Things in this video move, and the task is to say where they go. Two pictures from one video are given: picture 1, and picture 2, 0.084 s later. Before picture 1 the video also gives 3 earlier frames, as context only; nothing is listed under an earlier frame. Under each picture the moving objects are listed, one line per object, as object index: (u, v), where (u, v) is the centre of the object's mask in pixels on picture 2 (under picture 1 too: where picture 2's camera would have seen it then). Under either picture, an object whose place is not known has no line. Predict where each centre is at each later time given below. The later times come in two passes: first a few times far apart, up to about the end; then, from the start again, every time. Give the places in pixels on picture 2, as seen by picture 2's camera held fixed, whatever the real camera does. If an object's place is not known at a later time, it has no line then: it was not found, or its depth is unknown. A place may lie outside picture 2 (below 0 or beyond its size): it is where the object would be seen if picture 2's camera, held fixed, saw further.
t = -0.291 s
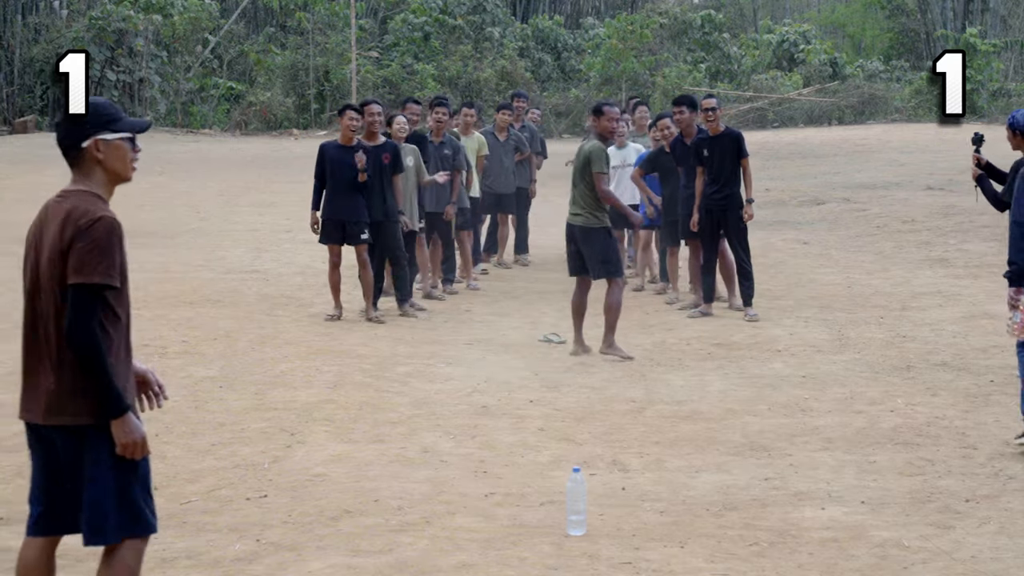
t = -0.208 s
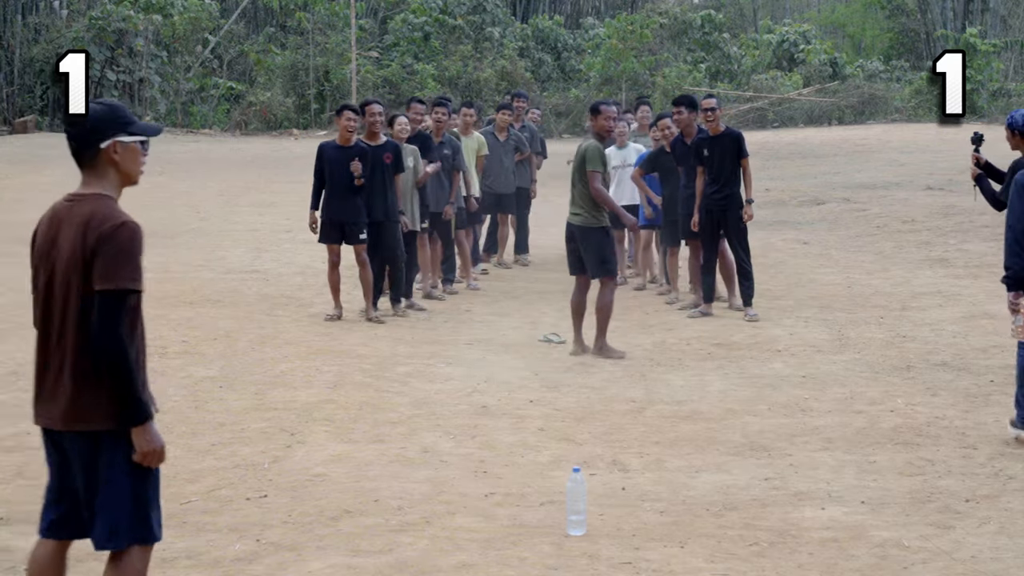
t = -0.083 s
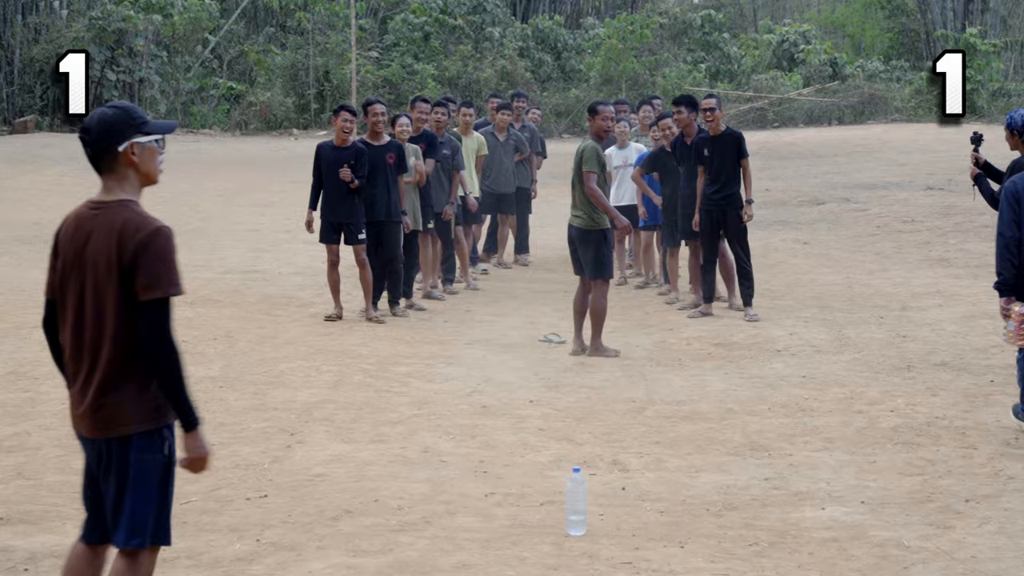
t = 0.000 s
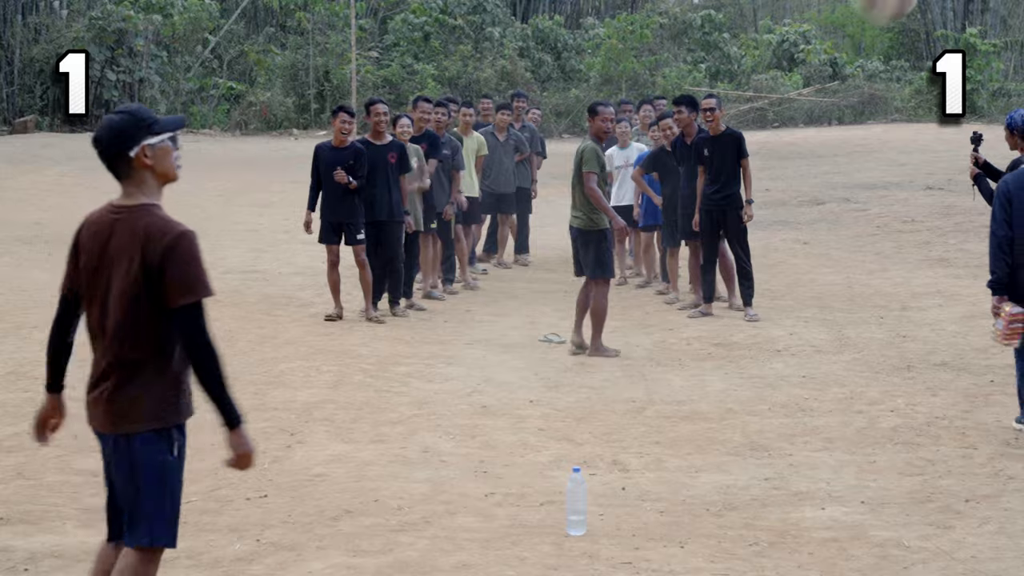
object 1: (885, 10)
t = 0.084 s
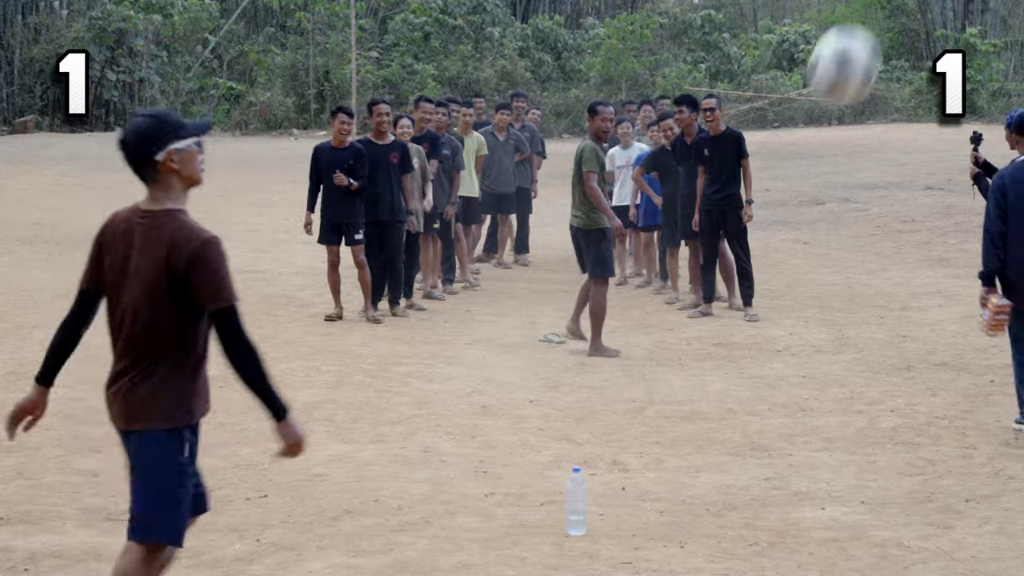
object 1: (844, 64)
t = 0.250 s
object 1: (769, 262)
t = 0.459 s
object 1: (708, 492)
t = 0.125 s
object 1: (826, 105)
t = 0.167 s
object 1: (806, 154)
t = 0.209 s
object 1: (788, 207)
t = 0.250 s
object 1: (769, 262)
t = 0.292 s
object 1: (756, 316)
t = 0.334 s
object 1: (742, 369)
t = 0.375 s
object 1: (728, 430)
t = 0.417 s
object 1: (715, 489)
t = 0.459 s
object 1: (708, 492)
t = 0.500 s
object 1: (707, 438)
